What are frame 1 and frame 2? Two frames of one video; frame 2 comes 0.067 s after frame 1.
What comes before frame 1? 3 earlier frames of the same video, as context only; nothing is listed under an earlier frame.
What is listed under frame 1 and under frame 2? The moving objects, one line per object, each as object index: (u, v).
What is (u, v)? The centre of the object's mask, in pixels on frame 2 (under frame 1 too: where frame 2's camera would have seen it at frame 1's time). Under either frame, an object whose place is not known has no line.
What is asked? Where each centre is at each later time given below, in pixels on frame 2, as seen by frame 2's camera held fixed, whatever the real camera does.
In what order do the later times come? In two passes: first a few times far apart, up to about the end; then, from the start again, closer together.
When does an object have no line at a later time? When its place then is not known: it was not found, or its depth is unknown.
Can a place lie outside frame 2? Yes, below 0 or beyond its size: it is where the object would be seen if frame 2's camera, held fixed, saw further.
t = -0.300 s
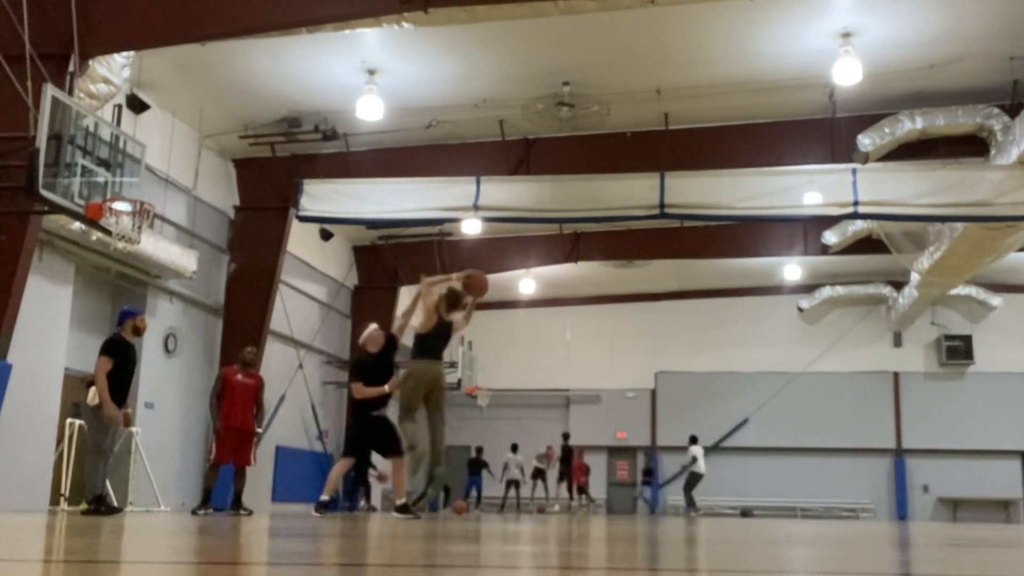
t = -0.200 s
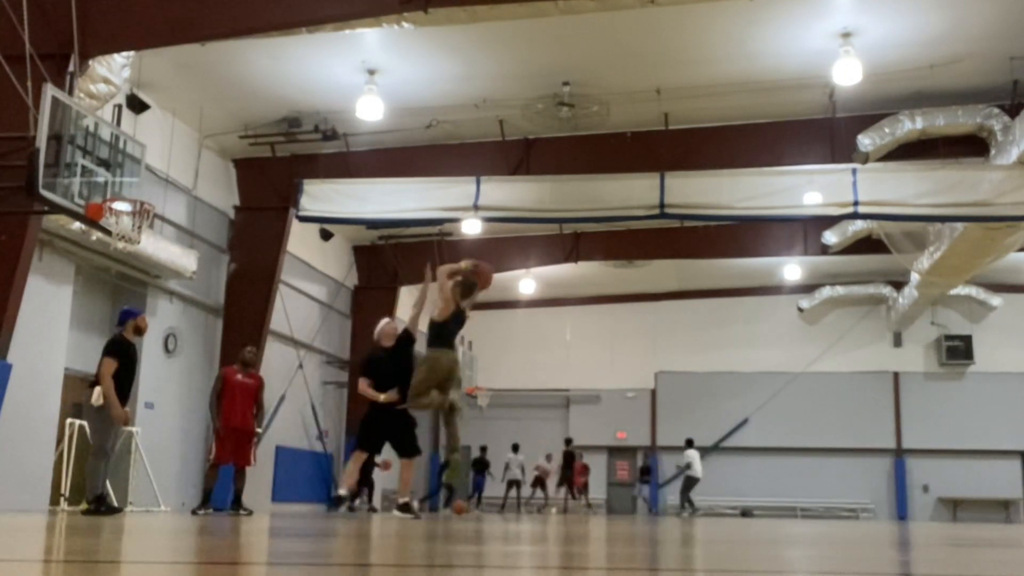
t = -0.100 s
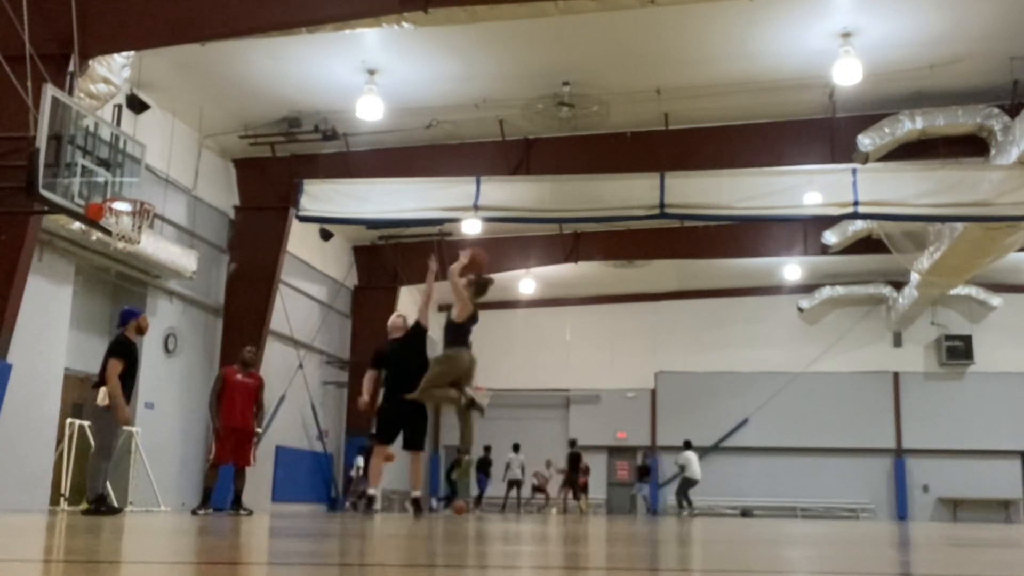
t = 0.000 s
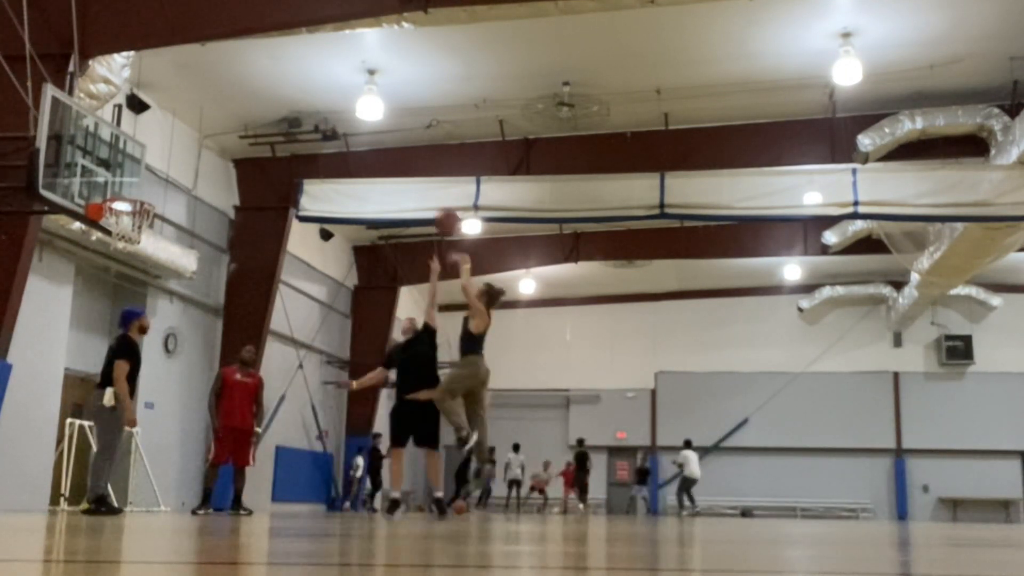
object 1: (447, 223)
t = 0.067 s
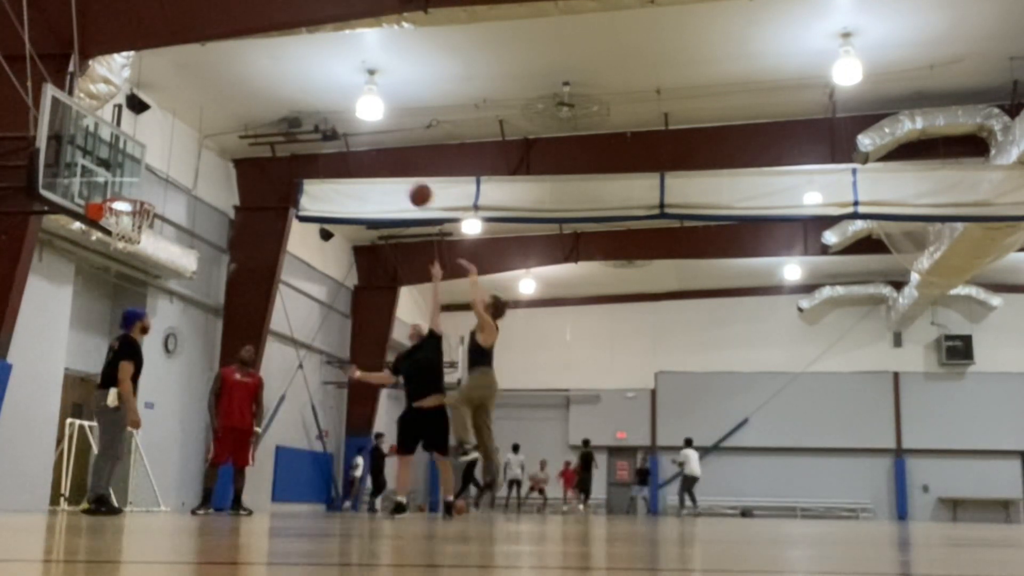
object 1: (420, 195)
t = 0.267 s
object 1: (343, 145)
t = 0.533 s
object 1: (243, 141)
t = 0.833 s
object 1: (137, 200)
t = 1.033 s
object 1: (127, 211)
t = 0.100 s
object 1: (406, 182)
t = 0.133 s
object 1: (393, 172)
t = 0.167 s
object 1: (381, 163)
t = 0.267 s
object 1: (343, 145)
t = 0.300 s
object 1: (330, 140)
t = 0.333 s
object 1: (318, 138)
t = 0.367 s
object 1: (304, 135)
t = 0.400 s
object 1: (292, 135)
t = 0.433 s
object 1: (279, 135)
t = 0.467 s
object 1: (266, 136)
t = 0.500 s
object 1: (253, 138)
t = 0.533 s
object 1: (243, 141)
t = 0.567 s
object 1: (229, 146)
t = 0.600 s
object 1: (217, 152)
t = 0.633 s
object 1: (204, 157)
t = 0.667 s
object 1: (192, 165)
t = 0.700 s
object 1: (180, 172)
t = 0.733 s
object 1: (168, 181)
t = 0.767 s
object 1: (155, 192)
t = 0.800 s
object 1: (145, 197)
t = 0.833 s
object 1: (137, 200)
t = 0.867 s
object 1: (129, 203)
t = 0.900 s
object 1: (122, 207)
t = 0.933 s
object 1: (122, 207)
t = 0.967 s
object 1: (122, 207)
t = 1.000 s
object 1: (123, 208)
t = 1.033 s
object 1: (127, 211)
